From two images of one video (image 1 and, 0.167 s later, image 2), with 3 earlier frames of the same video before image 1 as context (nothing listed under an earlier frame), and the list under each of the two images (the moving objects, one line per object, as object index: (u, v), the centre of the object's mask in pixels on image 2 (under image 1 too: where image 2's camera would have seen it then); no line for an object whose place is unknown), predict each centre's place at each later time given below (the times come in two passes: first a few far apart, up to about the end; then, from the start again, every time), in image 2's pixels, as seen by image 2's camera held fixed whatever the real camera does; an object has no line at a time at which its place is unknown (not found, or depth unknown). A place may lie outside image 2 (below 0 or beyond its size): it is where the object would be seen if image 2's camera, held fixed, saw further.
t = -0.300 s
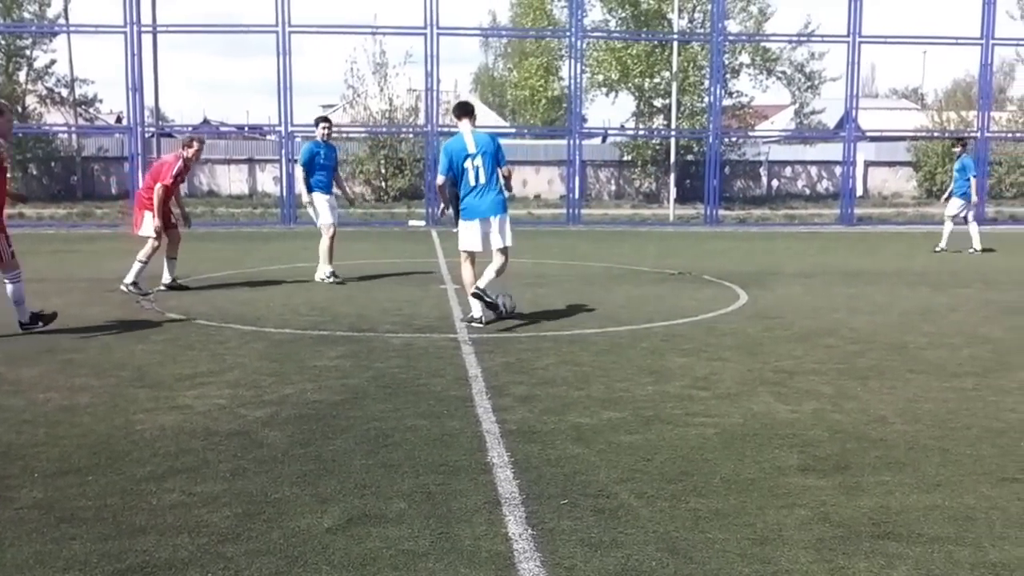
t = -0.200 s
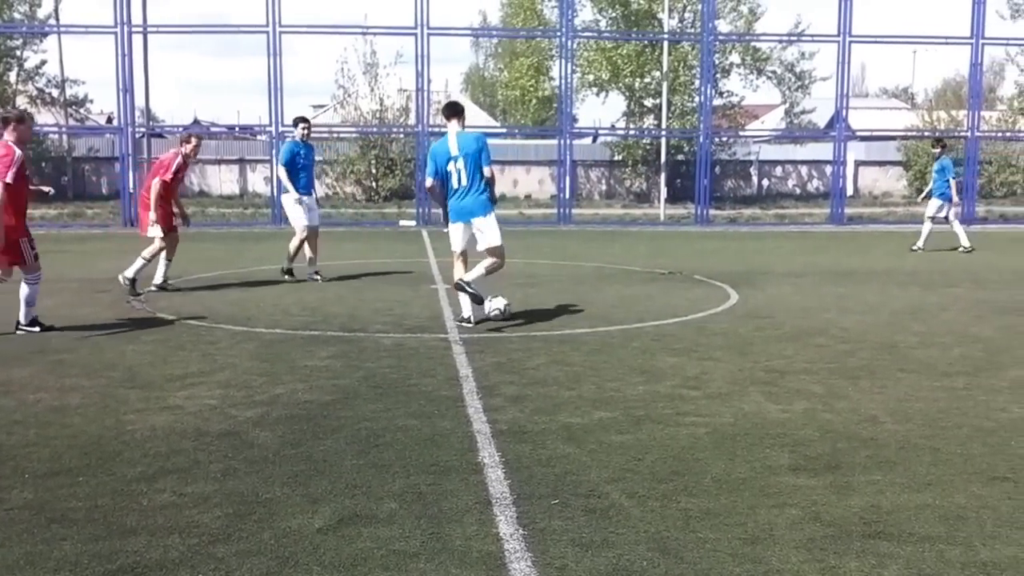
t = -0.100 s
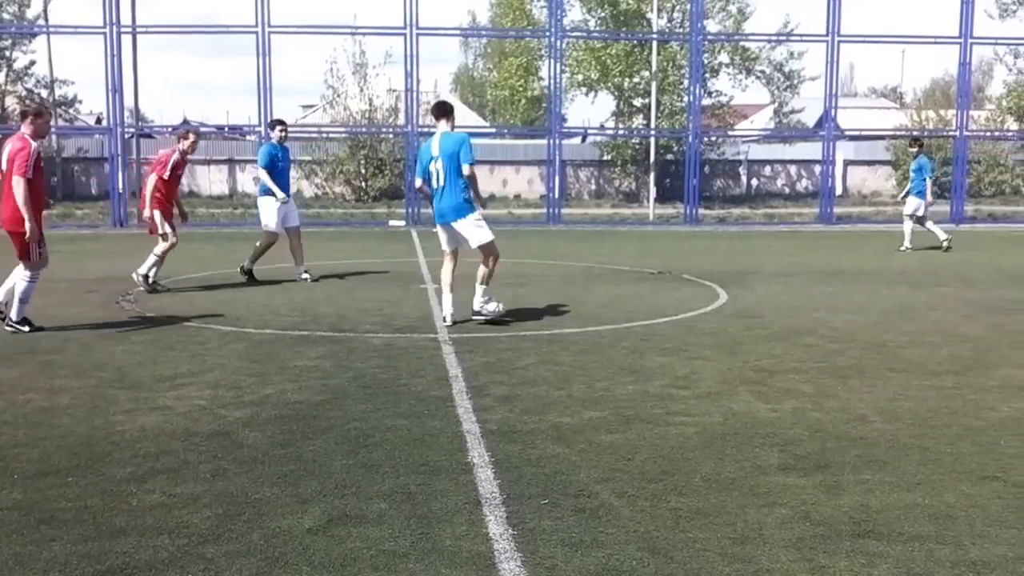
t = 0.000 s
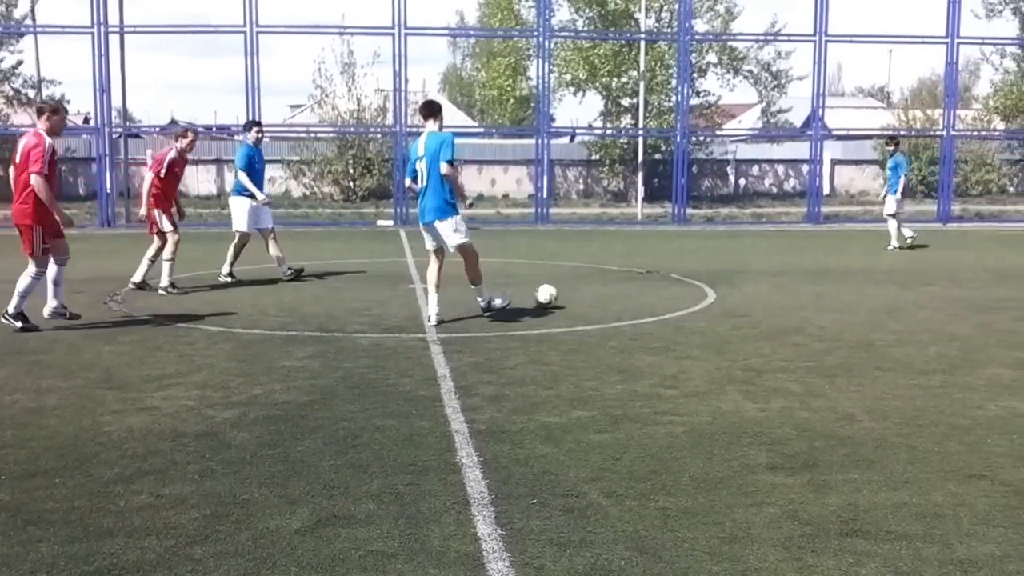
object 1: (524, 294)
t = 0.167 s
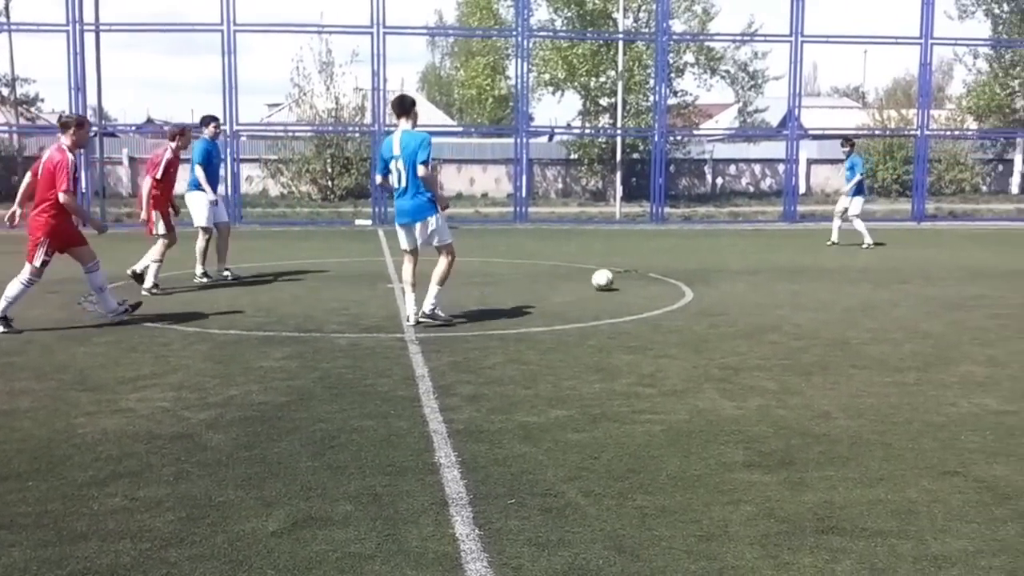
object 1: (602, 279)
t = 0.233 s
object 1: (627, 274)
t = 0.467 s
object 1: (692, 261)
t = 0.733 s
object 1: (741, 252)
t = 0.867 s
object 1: (761, 249)
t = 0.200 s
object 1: (615, 276)
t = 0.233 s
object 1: (627, 274)
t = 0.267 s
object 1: (638, 271)
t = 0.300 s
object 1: (648, 269)
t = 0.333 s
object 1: (658, 267)
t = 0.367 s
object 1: (667, 265)
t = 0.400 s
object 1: (676, 264)
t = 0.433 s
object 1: (684, 263)
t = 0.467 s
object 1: (692, 261)
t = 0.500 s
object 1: (699, 260)
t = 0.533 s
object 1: (706, 259)
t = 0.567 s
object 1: (713, 258)
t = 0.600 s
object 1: (719, 256)
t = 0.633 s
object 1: (725, 255)
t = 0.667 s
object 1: (730, 254)
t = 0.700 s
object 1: (735, 253)
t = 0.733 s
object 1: (741, 252)
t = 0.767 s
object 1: (746, 251)
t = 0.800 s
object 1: (751, 250)
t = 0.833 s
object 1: (756, 249)
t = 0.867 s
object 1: (761, 249)
